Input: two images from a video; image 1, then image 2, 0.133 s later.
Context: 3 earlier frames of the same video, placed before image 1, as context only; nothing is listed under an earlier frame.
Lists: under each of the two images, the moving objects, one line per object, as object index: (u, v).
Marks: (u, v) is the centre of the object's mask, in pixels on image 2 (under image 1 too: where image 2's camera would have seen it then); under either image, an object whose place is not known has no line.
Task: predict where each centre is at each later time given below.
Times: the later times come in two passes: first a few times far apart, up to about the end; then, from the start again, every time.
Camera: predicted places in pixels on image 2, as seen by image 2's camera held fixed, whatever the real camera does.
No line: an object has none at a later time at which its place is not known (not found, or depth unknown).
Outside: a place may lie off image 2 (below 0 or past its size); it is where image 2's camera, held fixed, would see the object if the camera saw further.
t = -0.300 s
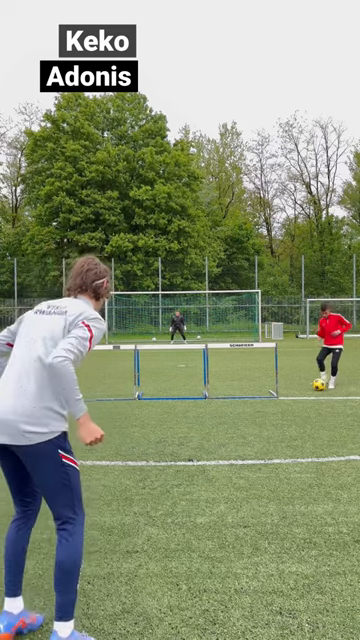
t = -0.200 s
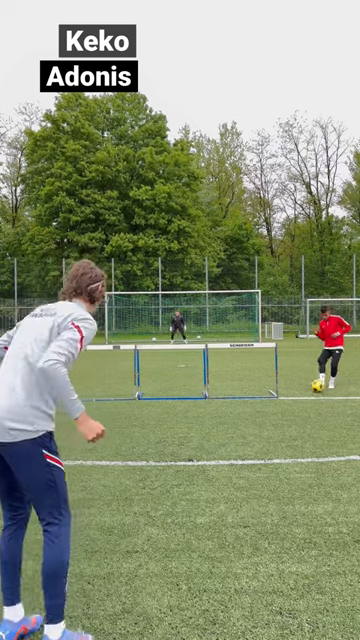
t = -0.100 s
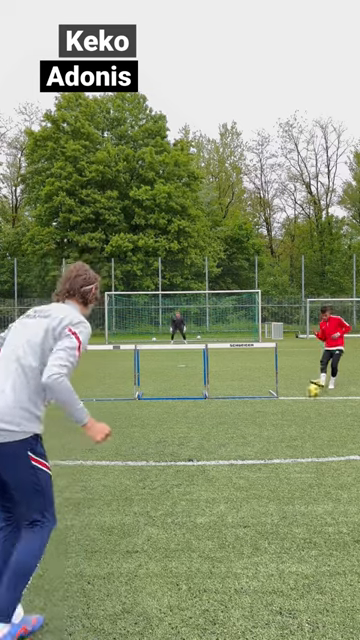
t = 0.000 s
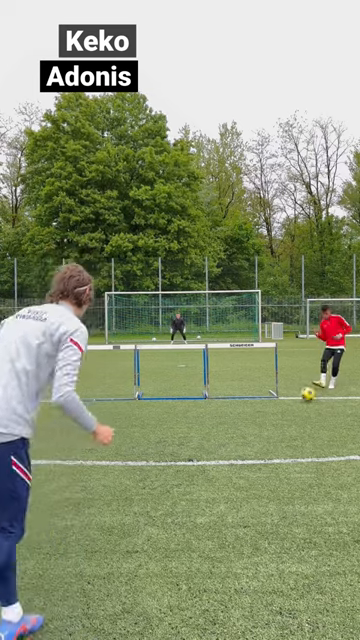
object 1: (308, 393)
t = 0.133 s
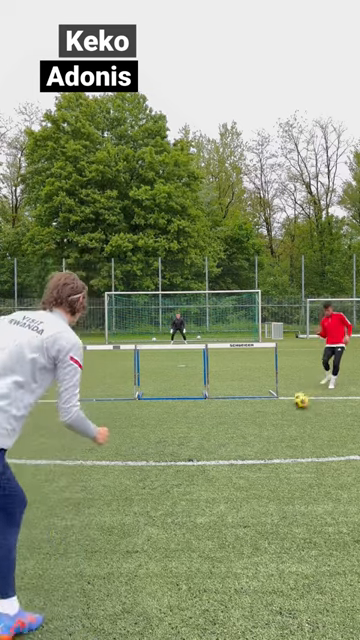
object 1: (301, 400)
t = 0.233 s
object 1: (296, 404)
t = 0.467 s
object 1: (284, 415)
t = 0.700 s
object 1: (268, 428)
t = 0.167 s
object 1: (299, 401)
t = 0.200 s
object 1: (297, 404)
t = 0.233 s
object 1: (296, 404)
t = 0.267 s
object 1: (294, 406)
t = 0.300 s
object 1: (292, 408)
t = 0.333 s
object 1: (291, 409)
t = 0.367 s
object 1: (290, 410)
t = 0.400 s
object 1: (287, 413)
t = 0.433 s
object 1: (286, 414)
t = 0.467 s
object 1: (284, 415)
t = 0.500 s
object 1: (281, 417)
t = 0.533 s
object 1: (280, 419)
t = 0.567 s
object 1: (278, 421)
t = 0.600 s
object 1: (276, 422)
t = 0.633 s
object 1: (273, 424)
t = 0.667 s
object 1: (271, 426)
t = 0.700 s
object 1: (268, 428)
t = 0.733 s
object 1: (266, 430)
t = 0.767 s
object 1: (264, 433)
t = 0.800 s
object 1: (261, 434)
